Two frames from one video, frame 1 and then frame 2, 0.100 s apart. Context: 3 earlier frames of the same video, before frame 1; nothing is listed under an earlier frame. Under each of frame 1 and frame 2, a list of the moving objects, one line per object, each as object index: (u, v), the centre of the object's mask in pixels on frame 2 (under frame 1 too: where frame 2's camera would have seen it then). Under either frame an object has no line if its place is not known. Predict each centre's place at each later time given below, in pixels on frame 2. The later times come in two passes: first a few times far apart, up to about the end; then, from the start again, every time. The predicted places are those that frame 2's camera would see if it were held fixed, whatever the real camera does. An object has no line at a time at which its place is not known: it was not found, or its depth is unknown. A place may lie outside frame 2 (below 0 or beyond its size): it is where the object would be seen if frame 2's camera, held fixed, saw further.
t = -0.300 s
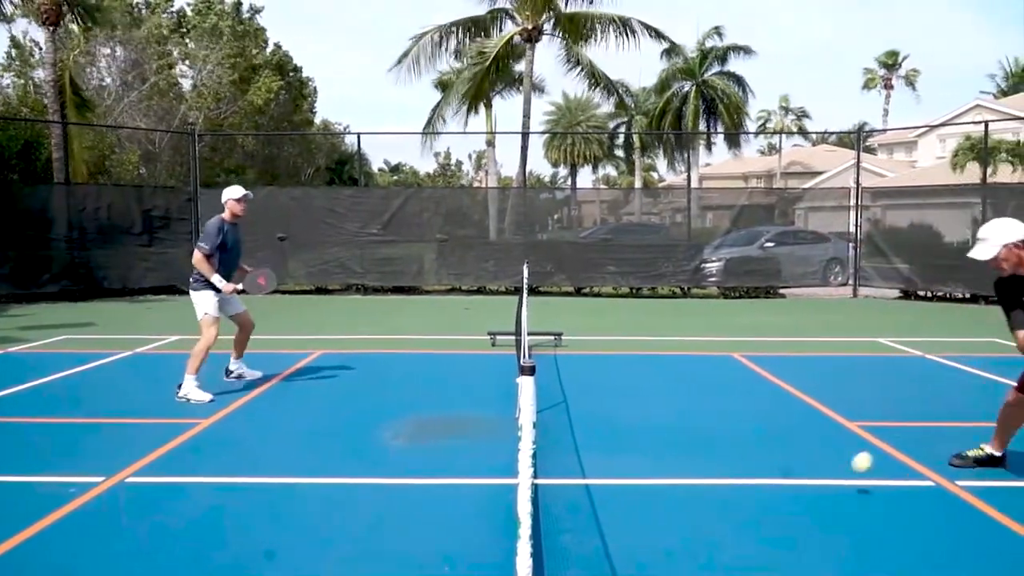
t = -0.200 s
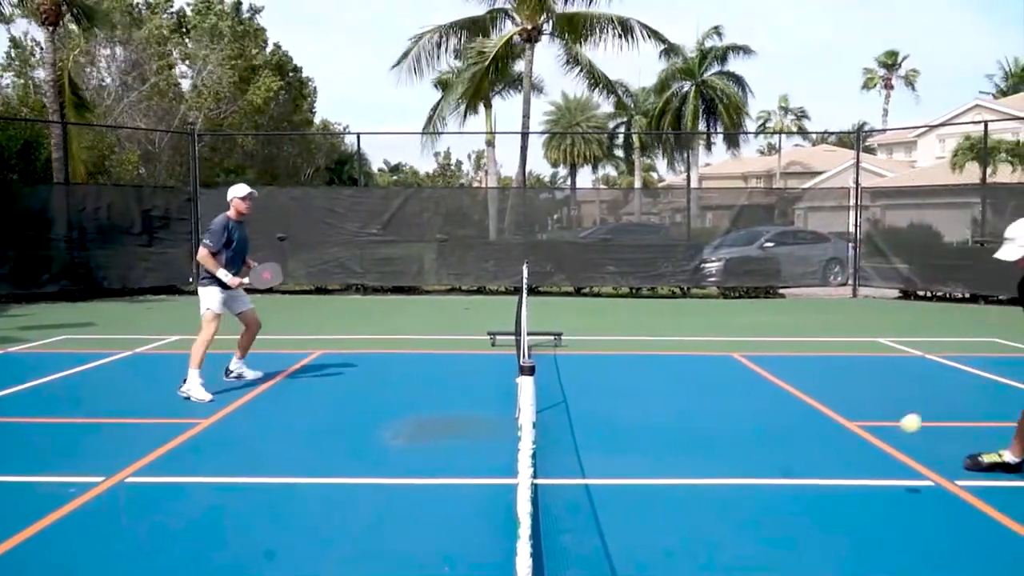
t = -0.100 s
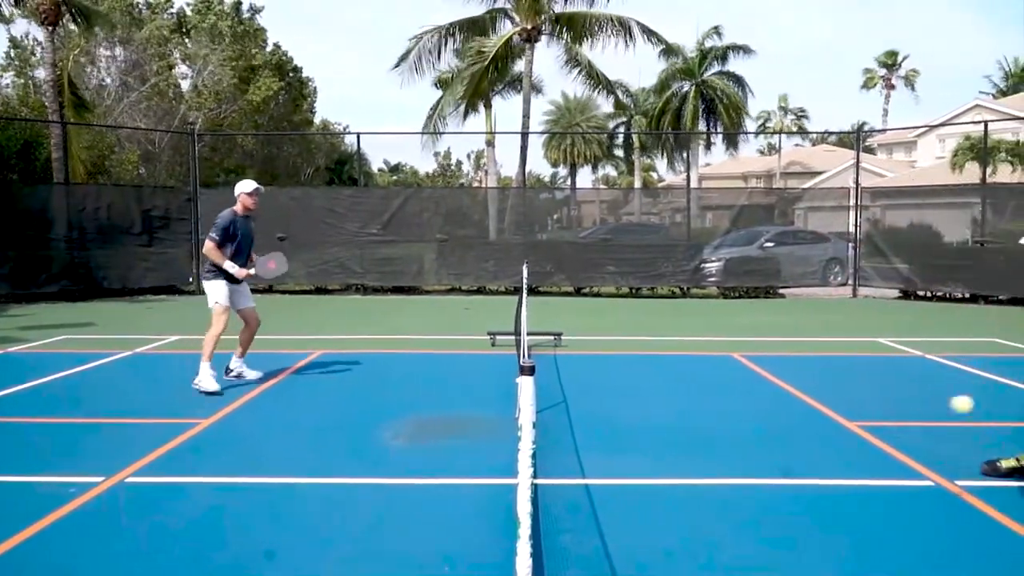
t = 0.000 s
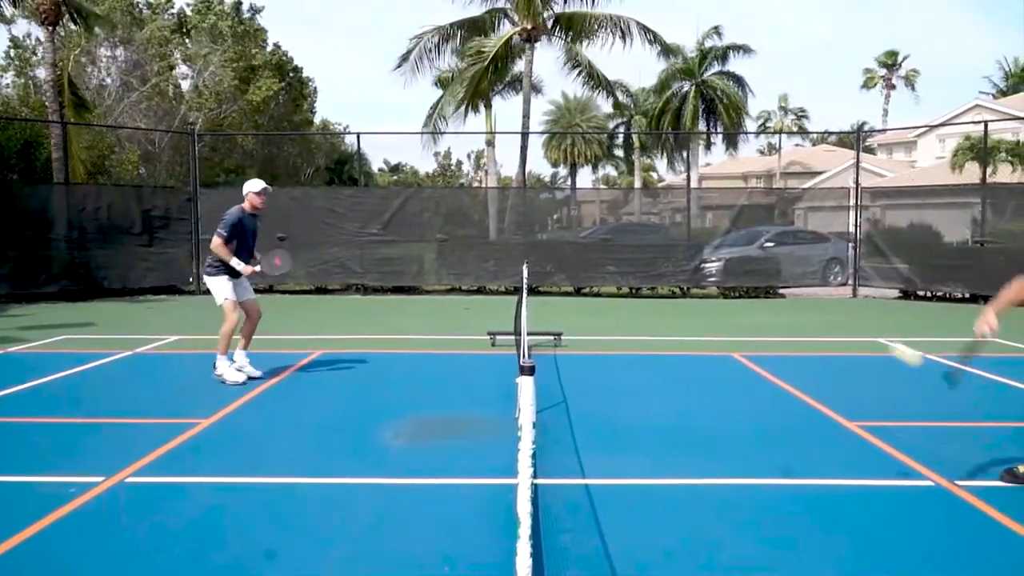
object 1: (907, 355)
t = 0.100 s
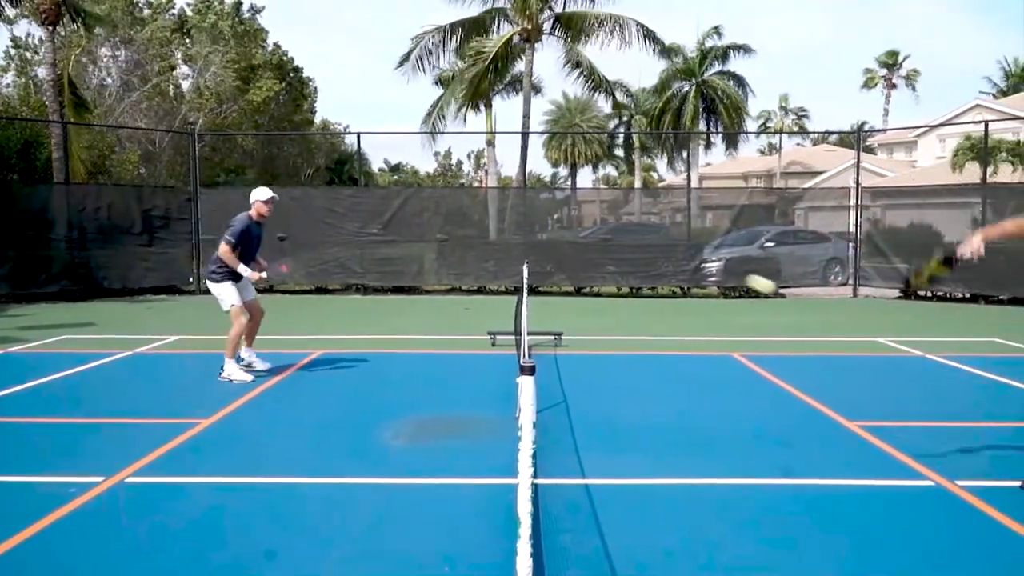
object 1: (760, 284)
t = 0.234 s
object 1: (610, 238)
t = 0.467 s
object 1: (422, 239)
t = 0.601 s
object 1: (343, 272)
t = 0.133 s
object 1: (719, 269)
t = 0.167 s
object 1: (680, 255)
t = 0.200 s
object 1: (644, 245)
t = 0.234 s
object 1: (610, 238)
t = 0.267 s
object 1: (578, 232)
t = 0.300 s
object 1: (548, 229)
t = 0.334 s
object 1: (520, 228)
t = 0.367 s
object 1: (493, 229)
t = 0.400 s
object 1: (468, 230)
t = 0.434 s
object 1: (444, 234)
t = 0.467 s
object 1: (422, 239)
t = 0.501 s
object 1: (400, 245)
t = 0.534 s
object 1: (380, 253)
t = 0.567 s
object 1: (361, 262)
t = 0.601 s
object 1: (343, 272)
